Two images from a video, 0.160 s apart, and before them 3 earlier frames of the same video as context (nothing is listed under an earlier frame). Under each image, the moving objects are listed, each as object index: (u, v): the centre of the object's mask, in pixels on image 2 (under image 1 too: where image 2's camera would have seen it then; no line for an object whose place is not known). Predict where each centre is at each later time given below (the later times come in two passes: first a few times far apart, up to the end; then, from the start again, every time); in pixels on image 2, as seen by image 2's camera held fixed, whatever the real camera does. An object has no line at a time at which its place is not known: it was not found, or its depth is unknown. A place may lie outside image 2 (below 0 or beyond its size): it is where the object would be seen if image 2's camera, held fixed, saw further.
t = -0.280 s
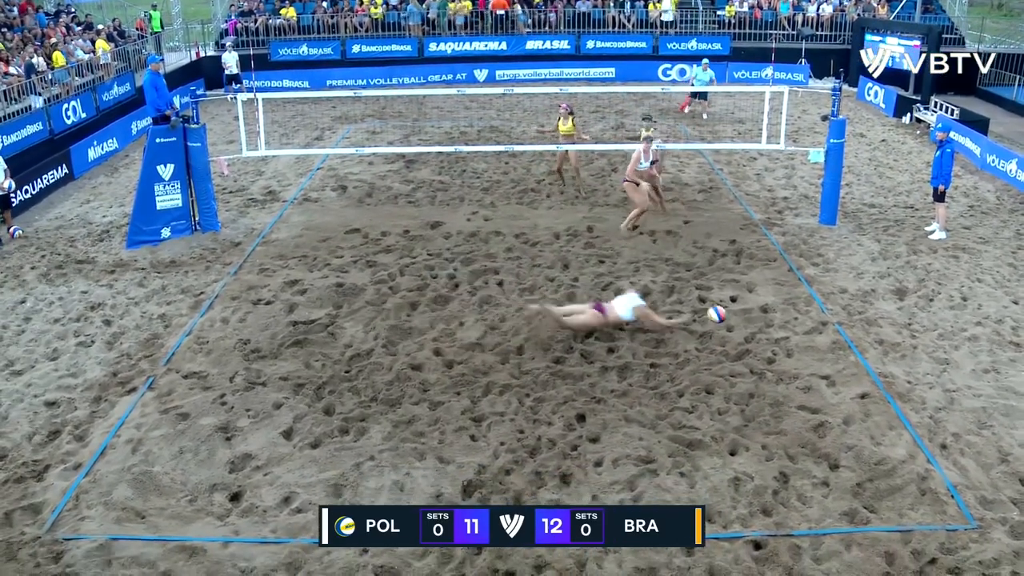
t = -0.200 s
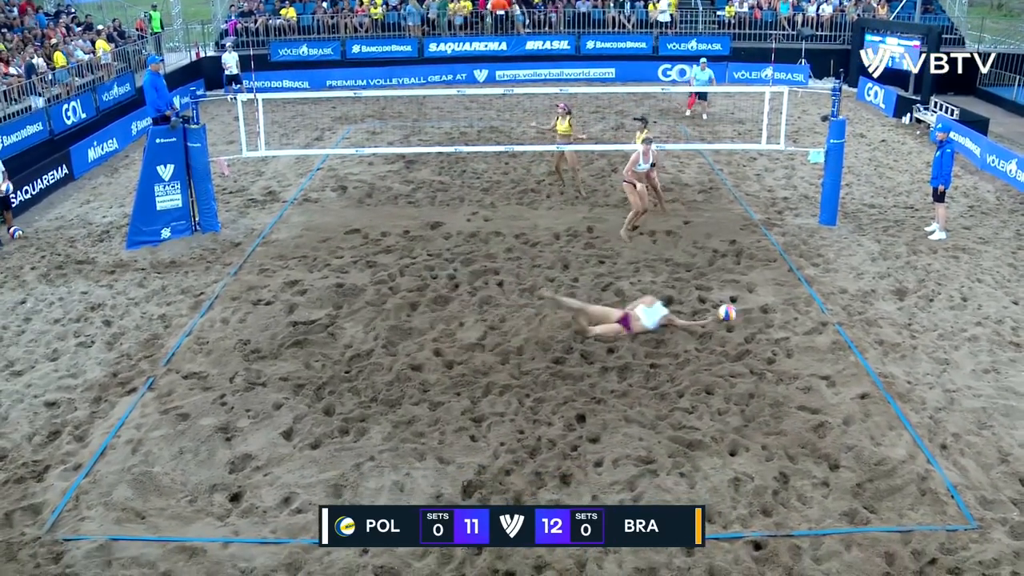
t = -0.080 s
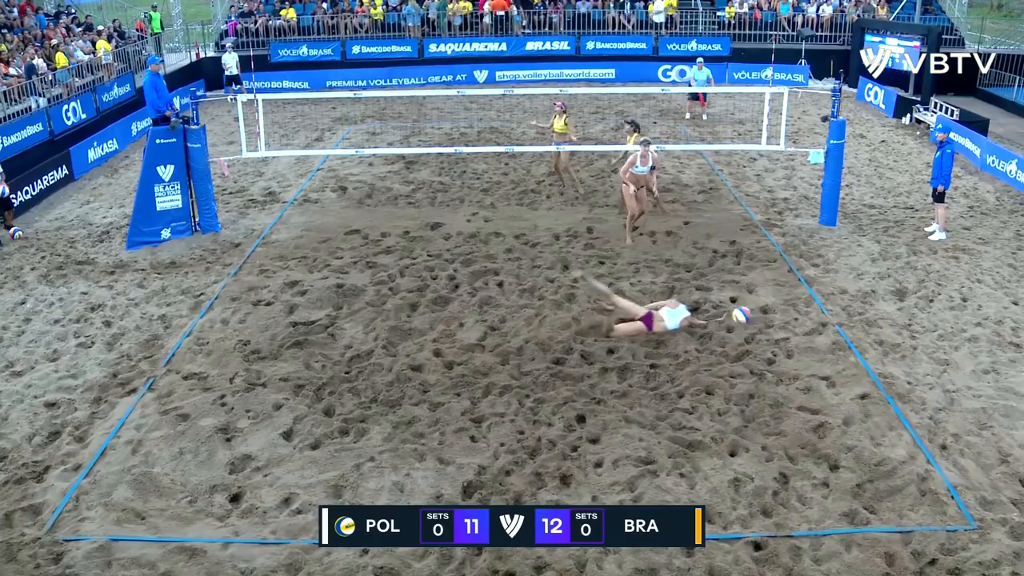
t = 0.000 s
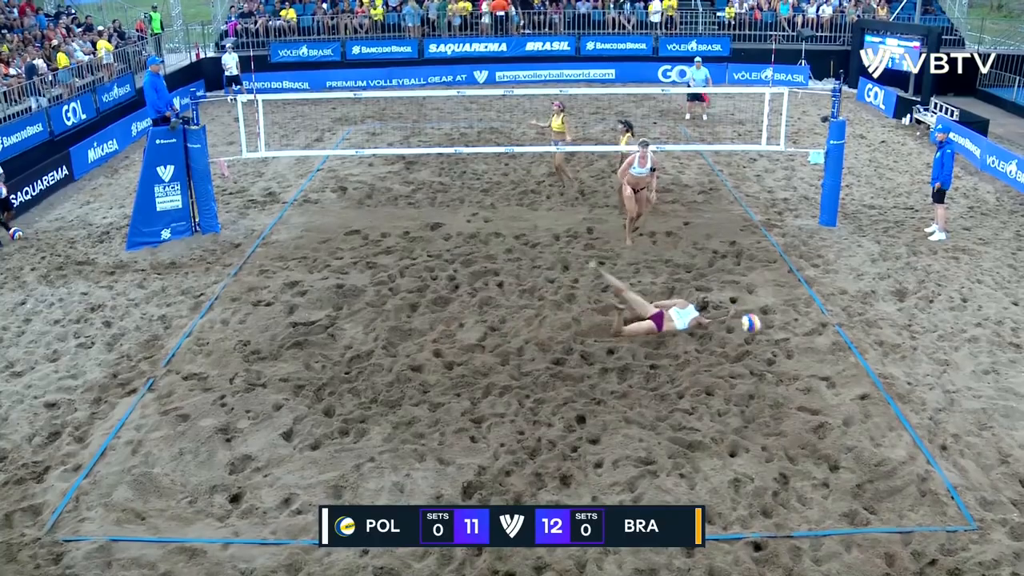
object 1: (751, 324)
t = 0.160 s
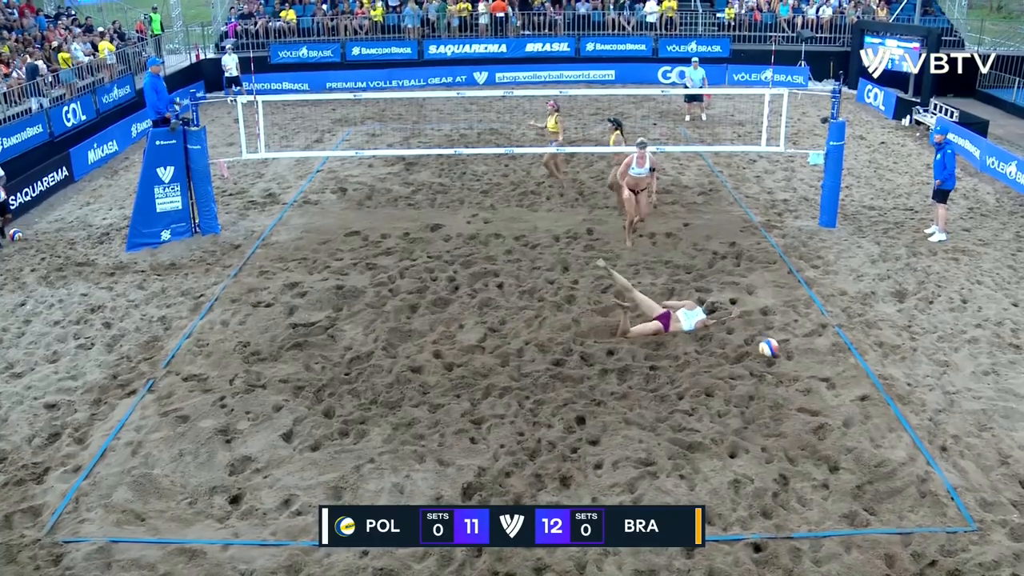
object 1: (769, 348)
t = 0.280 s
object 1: (783, 357)
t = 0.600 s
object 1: (817, 387)
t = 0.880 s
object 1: (840, 406)
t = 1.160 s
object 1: (854, 421)
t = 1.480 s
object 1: (864, 437)
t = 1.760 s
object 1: (872, 450)
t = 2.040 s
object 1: (883, 459)
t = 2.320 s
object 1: (886, 458)
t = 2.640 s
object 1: (882, 459)
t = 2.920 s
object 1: (882, 459)
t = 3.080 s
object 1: (882, 459)
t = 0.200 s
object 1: (773, 350)
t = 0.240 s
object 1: (778, 352)
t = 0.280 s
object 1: (783, 357)
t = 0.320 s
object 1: (786, 363)
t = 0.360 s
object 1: (791, 366)
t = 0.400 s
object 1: (795, 369)
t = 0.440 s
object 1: (800, 373)
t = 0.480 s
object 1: (804, 377)
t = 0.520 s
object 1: (808, 381)
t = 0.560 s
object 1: (812, 385)
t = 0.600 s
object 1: (817, 387)
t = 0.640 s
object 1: (820, 390)
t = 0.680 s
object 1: (823, 393)
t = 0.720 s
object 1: (826, 395)
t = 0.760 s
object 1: (830, 399)
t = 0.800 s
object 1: (833, 403)
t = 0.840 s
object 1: (837, 404)
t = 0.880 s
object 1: (840, 406)
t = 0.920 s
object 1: (843, 409)
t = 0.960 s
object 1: (846, 412)
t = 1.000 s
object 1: (849, 416)
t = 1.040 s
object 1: (851, 419)
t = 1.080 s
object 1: (851, 419)
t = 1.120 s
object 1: (853, 420)
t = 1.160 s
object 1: (854, 421)
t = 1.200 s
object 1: (855, 424)
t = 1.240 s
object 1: (855, 426)
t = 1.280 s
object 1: (857, 427)
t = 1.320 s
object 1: (858, 429)
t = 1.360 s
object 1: (860, 431)
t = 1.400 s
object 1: (861, 433)
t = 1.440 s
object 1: (862, 435)
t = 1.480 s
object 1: (864, 437)
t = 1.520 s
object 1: (865, 438)
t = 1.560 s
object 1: (867, 440)
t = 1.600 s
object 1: (868, 442)
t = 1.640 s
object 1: (869, 444)
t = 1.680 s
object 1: (870, 446)
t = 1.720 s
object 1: (871, 448)
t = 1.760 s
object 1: (872, 450)
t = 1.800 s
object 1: (874, 452)
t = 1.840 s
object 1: (875, 454)
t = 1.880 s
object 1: (876, 455)
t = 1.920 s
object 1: (878, 457)
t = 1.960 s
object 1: (879, 458)
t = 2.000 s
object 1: (881, 459)
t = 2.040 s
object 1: (883, 459)
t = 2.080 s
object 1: (884, 459)
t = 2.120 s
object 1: (886, 459)
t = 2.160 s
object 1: (886, 459)
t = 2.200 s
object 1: (887, 459)
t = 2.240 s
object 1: (887, 458)
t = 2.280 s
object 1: (887, 458)
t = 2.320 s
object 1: (886, 458)
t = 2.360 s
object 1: (885, 458)
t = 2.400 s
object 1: (885, 458)
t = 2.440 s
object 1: (884, 458)
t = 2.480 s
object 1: (883, 458)
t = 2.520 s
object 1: (883, 459)
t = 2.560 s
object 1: (883, 459)
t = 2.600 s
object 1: (882, 459)
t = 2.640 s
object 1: (882, 459)
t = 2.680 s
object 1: (882, 459)
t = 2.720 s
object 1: (882, 459)
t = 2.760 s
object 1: (882, 459)
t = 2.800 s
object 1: (882, 459)
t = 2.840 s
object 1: (882, 459)
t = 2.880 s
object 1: (882, 459)
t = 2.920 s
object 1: (882, 459)
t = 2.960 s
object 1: (882, 459)
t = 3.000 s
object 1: (882, 459)
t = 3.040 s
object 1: (882, 459)
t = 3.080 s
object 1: (882, 459)
